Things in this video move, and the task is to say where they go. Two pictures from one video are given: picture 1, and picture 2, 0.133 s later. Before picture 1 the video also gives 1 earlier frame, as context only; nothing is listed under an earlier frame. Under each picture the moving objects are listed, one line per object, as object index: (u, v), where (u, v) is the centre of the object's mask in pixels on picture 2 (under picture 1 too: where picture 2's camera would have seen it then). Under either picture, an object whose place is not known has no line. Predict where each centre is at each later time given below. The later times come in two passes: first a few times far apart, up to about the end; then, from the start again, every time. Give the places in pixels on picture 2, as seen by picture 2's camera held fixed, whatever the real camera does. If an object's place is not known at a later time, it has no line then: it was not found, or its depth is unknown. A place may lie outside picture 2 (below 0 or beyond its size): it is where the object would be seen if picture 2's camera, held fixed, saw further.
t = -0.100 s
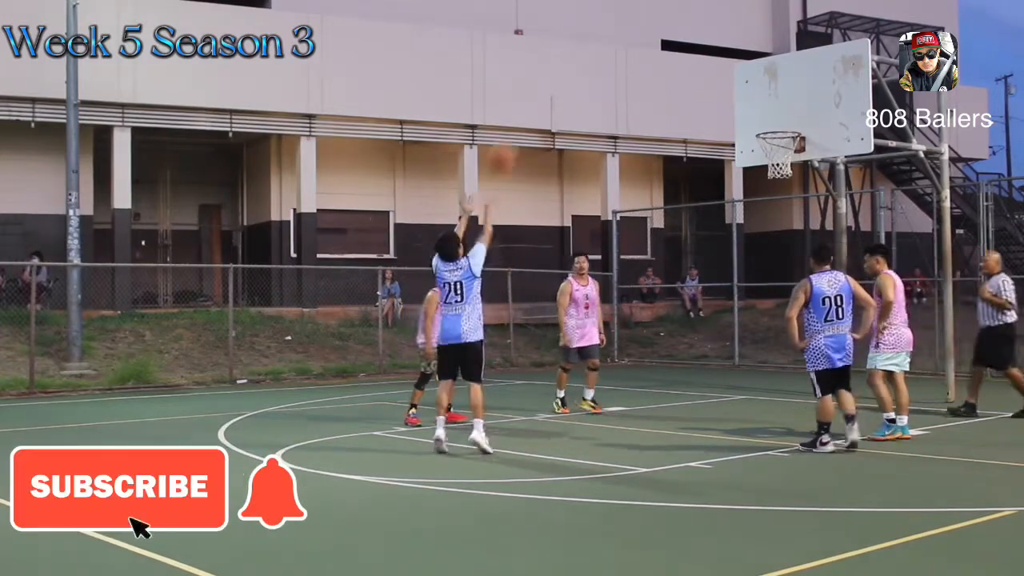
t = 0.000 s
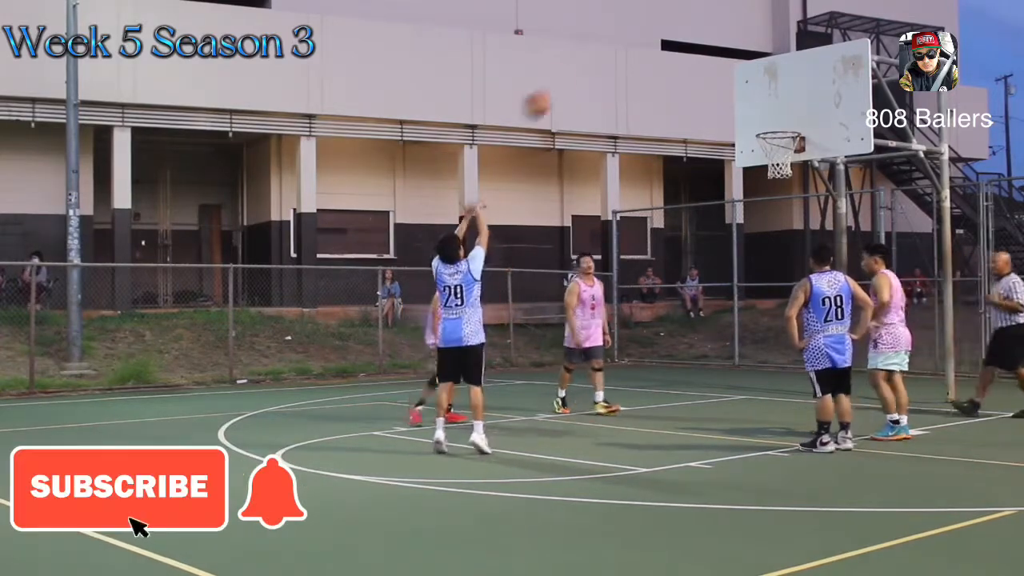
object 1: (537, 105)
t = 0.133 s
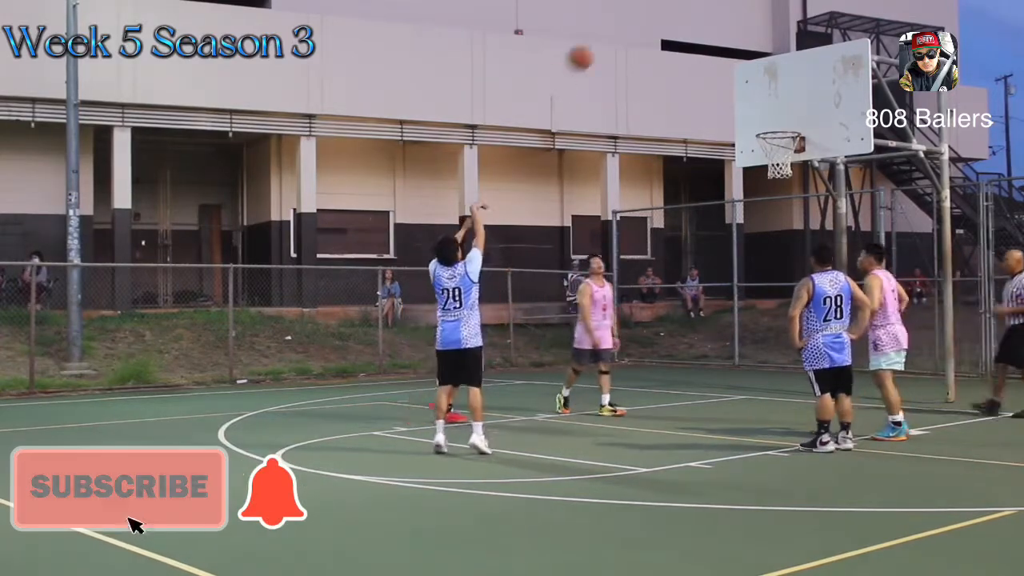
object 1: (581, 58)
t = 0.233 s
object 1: (611, 35)
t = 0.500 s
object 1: (690, 27)
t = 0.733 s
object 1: (753, 76)
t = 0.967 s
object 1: (791, 126)
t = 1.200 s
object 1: (762, 108)
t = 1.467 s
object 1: (724, 140)
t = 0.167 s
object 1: (590, 50)
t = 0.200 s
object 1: (601, 43)
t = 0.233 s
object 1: (611, 35)
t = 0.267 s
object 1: (623, 31)
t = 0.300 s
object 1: (633, 27)
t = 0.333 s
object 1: (642, 24)
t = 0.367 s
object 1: (652, 23)
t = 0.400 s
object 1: (661, 23)
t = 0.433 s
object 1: (671, 24)
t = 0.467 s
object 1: (680, 25)
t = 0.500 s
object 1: (690, 27)
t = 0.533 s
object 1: (698, 31)
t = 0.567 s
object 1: (707, 36)
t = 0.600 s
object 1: (718, 42)
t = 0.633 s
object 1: (727, 49)
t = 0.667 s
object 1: (735, 57)
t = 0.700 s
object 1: (743, 65)
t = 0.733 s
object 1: (753, 76)
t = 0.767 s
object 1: (761, 86)
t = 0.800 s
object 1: (769, 97)
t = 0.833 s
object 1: (777, 109)
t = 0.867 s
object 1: (785, 122)
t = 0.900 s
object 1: (788, 124)
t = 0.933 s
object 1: (790, 126)
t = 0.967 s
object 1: (791, 126)
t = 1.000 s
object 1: (789, 122)
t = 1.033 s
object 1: (787, 118)
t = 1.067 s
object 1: (784, 115)
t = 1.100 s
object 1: (778, 112)
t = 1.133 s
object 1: (773, 110)
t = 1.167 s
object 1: (768, 108)
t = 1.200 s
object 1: (762, 108)
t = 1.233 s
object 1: (757, 109)
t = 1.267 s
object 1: (752, 111)
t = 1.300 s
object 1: (747, 114)
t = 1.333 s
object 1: (742, 117)
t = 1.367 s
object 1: (737, 122)
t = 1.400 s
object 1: (732, 127)
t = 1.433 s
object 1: (728, 133)
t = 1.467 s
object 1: (724, 140)
